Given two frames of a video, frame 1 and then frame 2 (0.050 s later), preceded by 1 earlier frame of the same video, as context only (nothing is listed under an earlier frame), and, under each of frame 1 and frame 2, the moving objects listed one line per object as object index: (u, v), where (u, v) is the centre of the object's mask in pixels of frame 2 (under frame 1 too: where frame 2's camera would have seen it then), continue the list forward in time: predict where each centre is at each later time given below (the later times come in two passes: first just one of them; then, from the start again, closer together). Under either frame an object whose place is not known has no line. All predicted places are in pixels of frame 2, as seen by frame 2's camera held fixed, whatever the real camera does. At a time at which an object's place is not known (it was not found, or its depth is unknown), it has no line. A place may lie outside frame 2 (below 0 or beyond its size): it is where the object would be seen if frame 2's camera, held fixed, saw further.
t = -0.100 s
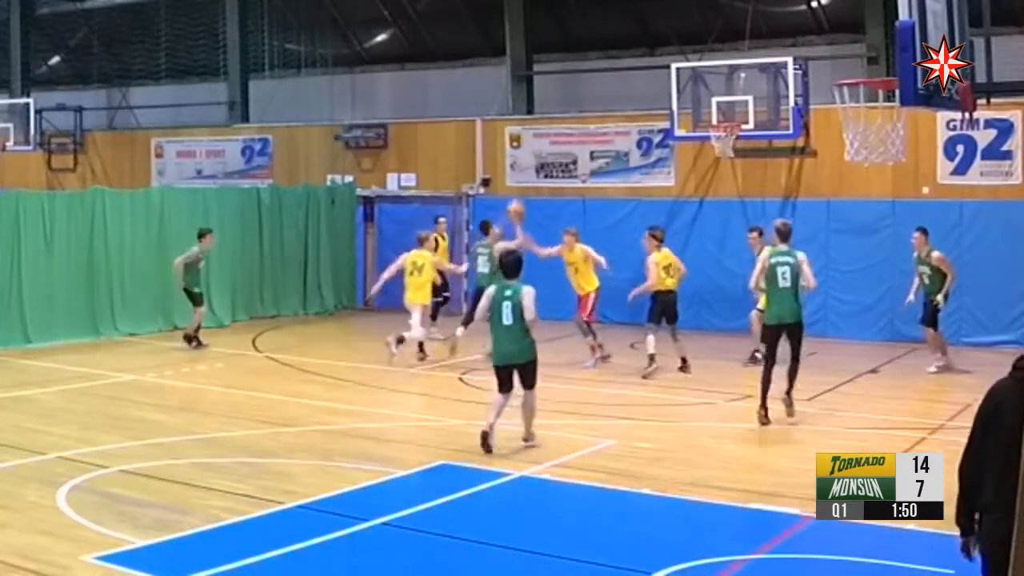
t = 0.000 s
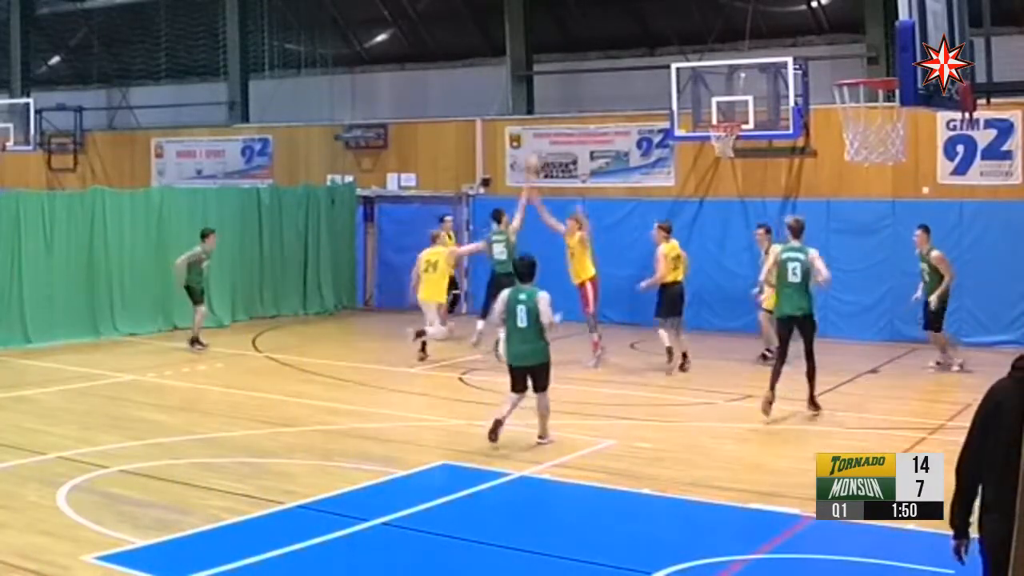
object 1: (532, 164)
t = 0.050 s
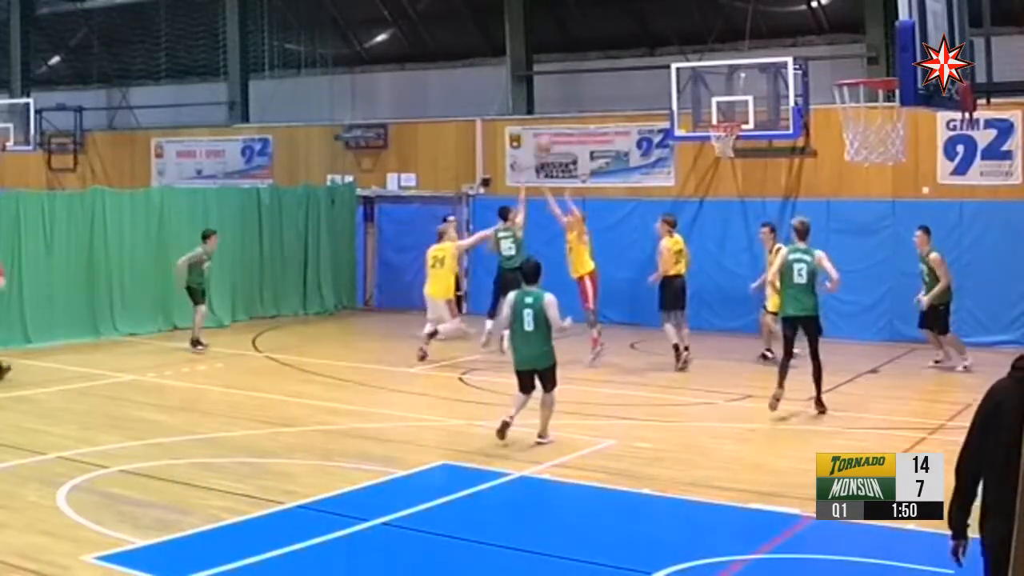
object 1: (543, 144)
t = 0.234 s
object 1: (581, 86)
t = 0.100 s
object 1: (555, 124)
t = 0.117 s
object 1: (557, 119)
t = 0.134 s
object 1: (560, 111)
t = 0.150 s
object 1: (565, 107)
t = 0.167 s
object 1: (568, 103)
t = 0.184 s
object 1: (571, 99)
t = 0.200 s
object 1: (573, 94)
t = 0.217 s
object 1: (577, 90)
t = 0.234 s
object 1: (581, 86)
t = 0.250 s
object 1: (584, 82)
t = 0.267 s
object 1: (587, 79)
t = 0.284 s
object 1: (591, 76)
